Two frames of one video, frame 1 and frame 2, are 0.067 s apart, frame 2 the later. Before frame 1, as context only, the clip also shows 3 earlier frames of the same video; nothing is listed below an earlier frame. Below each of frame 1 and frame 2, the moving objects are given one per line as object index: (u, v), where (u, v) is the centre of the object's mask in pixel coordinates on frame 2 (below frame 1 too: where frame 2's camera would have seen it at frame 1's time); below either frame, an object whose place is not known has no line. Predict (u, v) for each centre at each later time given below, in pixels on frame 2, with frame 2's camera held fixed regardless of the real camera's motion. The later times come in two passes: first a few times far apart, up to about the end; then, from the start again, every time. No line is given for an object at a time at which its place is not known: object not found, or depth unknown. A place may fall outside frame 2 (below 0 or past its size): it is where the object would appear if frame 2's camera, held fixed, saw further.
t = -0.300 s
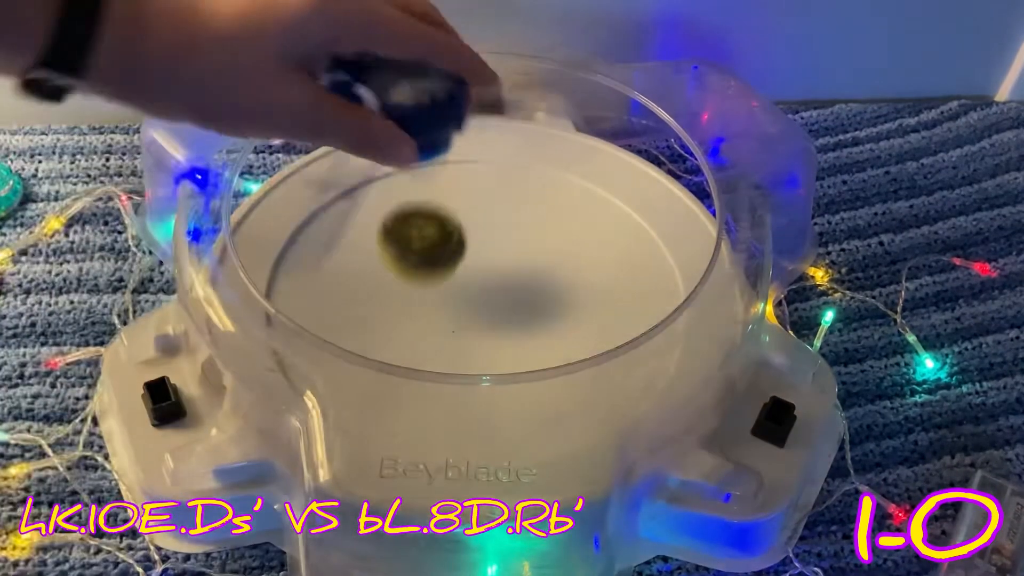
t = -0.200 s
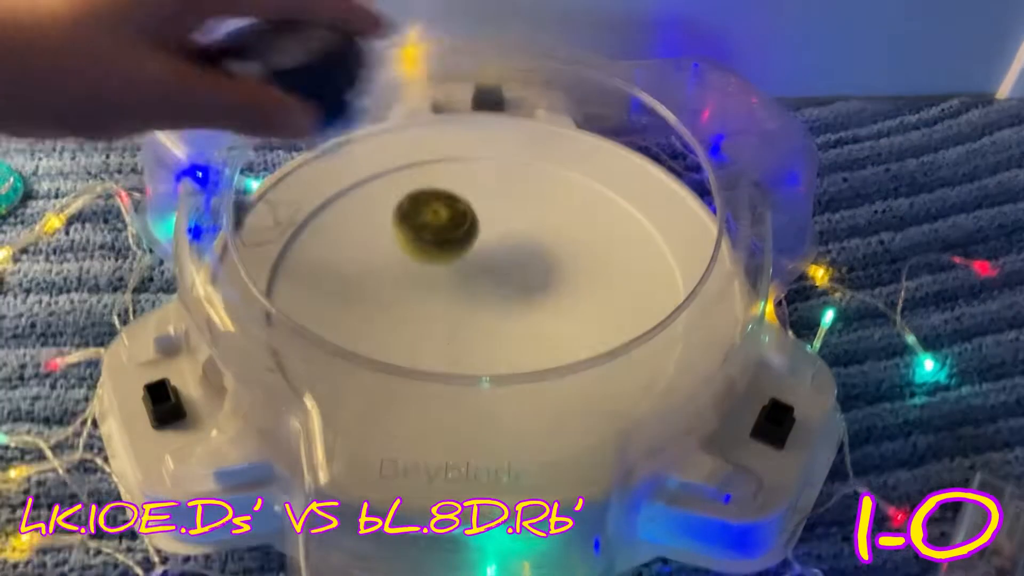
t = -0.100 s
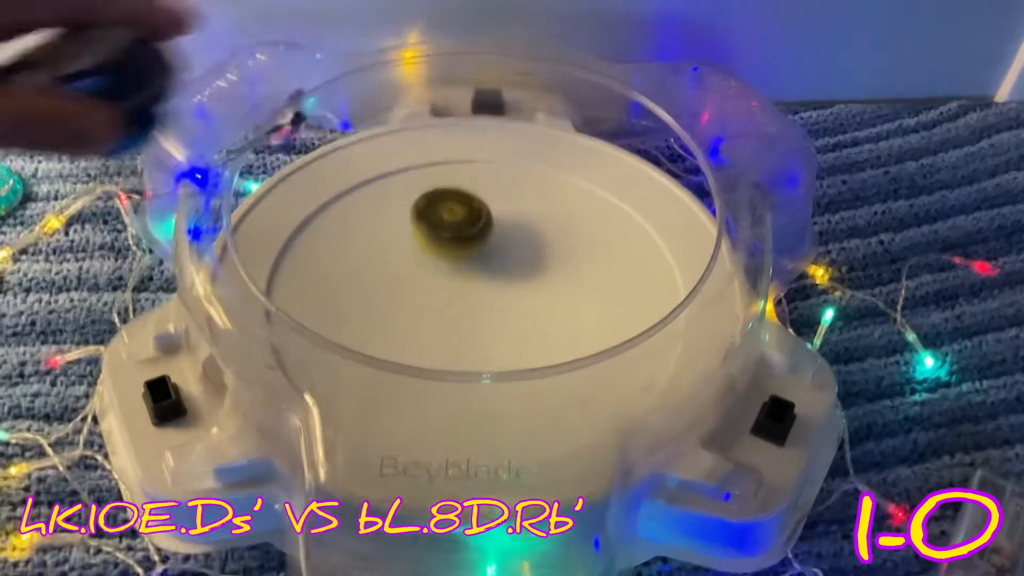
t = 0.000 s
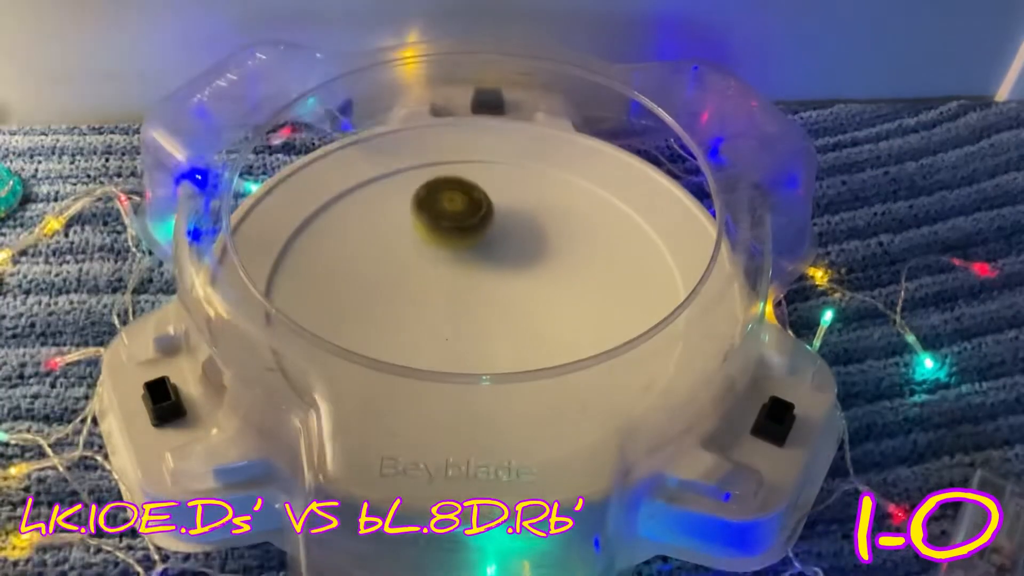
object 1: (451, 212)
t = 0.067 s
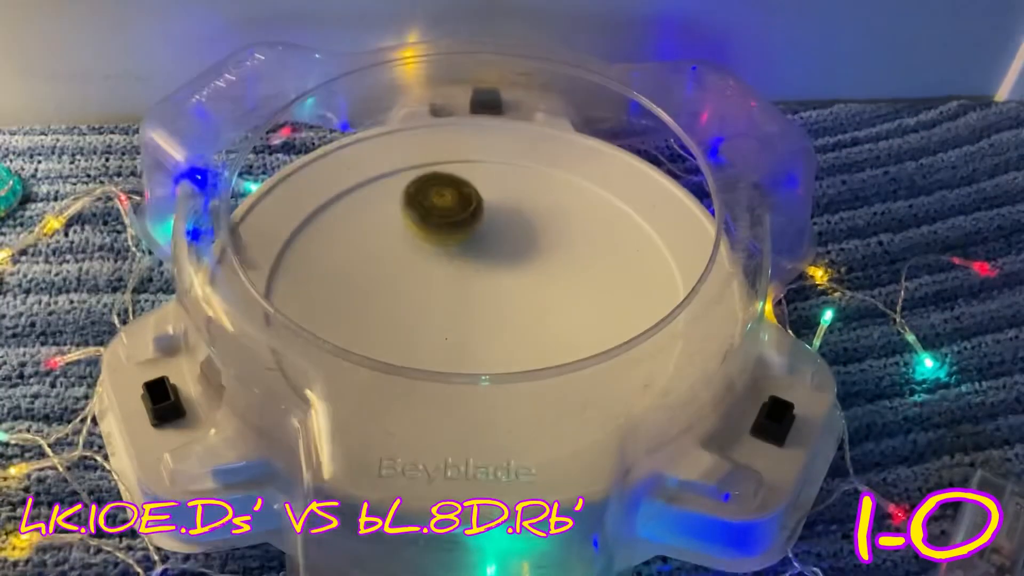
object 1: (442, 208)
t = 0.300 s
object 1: (404, 224)
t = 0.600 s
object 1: (525, 270)
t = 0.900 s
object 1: (526, 188)
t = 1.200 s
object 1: (427, 275)
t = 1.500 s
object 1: (603, 333)
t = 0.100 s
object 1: (435, 207)
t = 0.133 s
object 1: (426, 206)
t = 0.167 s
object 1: (417, 206)
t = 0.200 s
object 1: (410, 209)
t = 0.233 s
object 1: (405, 212)
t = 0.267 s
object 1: (403, 218)
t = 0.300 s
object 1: (404, 224)
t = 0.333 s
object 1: (408, 233)
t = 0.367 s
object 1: (416, 241)
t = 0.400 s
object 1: (428, 251)
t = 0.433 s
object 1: (442, 259)
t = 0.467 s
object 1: (459, 265)
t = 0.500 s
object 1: (476, 270)
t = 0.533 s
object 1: (493, 272)
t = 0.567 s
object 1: (510, 271)
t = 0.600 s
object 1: (525, 270)
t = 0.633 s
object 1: (537, 264)
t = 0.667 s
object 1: (548, 258)
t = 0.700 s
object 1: (555, 249)
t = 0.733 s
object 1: (559, 239)
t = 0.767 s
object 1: (560, 227)
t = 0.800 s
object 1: (558, 217)
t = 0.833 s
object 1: (551, 206)
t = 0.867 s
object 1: (540, 196)
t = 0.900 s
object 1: (526, 188)
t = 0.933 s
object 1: (510, 183)
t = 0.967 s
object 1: (493, 182)
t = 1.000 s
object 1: (475, 185)
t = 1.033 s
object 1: (459, 192)
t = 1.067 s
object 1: (444, 203)
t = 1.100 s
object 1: (433, 217)
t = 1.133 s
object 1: (426, 234)
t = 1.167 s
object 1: (423, 253)
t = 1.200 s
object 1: (427, 275)
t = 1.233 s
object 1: (436, 296)
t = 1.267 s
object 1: (452, 322)
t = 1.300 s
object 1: (472, 335)
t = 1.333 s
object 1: (497, 345)
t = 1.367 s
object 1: (523, 349)
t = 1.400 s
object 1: (546, 349)
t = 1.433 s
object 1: (568, 346)
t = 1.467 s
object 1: (587, 341)
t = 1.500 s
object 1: (603, 333)
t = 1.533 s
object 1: (617, 324)
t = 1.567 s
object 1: (629, 312)
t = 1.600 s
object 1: (639, 301)
